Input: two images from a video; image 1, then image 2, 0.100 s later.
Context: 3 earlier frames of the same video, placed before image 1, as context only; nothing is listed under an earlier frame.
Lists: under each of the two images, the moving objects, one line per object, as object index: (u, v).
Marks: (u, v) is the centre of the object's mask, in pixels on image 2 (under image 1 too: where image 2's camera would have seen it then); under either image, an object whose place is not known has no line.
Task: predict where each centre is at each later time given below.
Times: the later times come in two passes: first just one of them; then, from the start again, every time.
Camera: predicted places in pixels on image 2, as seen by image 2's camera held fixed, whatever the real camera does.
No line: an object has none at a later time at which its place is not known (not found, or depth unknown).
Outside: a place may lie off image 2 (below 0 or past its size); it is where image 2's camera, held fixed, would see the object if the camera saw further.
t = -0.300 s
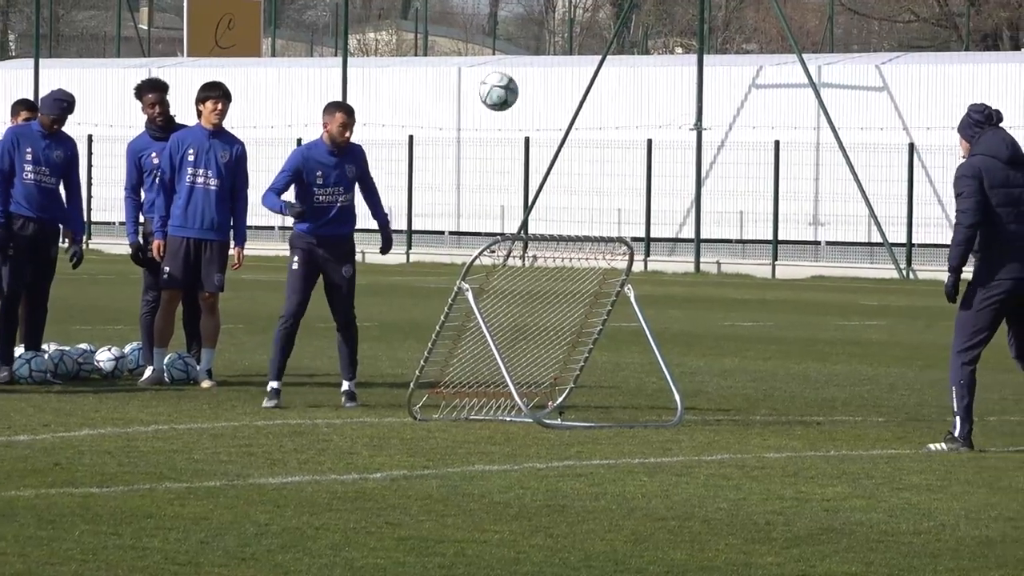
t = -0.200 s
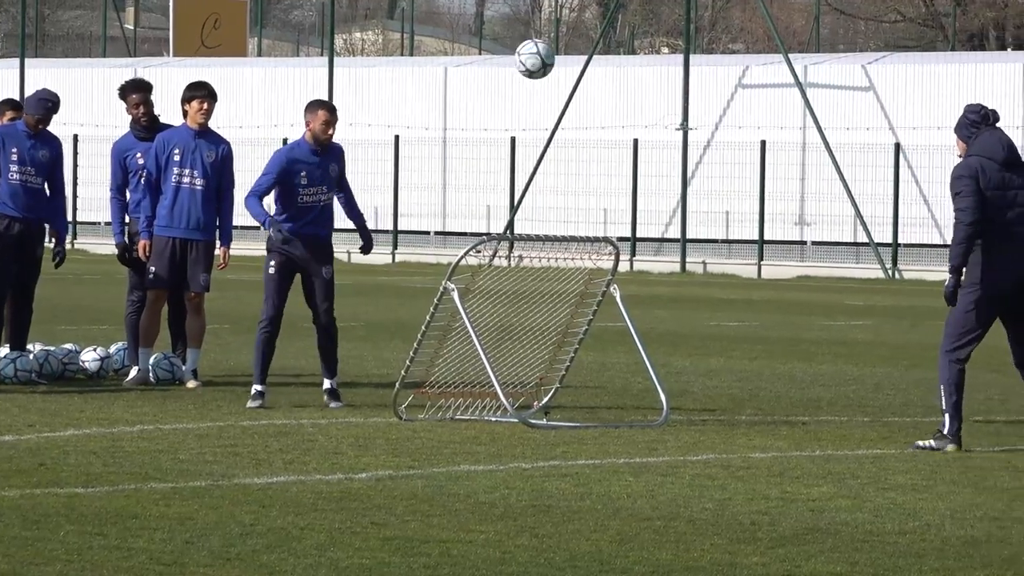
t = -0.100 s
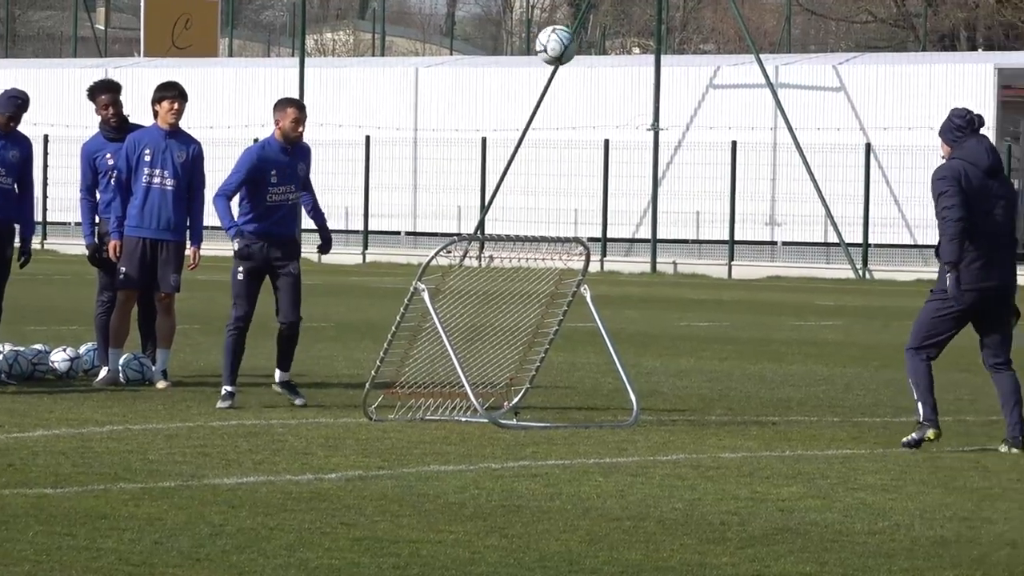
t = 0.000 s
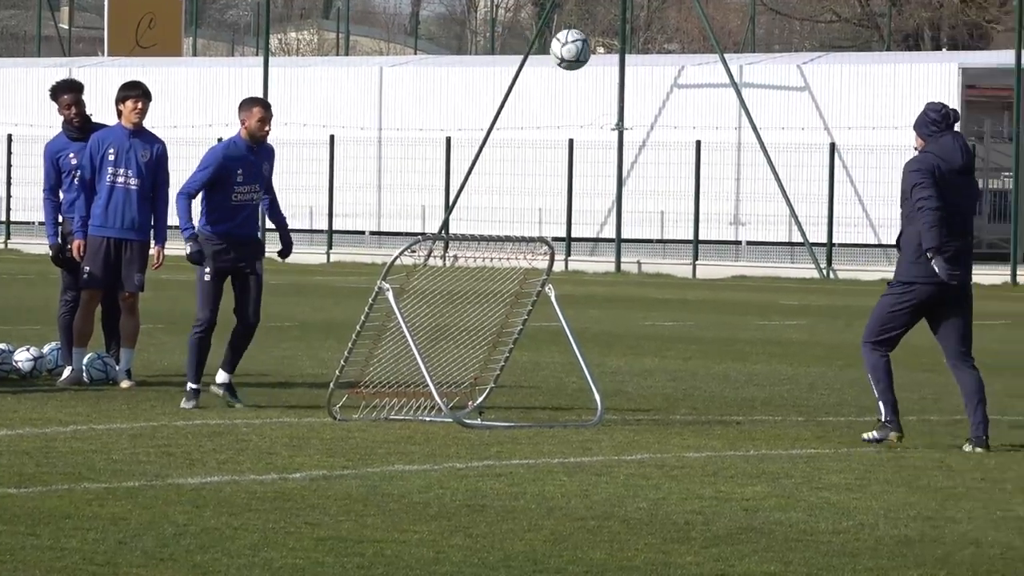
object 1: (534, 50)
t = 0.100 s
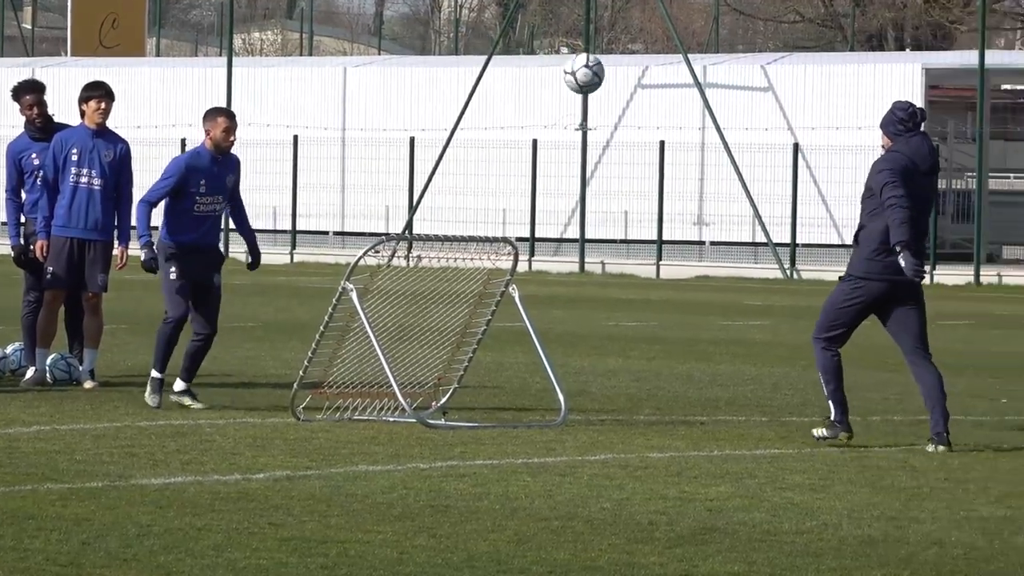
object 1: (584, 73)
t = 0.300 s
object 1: (680, 177)
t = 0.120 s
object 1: (593, 80)
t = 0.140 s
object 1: (603, 88)
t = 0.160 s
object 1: (613, 97)
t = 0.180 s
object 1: (623, 106)
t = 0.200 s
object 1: (632, 116)
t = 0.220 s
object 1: (642, 127)
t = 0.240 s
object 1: (652, 138)
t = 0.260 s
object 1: (661, 150)
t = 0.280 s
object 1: (671, 163)
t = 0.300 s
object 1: (680, 177)
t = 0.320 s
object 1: (690, 192)
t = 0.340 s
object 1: (700, 208)
